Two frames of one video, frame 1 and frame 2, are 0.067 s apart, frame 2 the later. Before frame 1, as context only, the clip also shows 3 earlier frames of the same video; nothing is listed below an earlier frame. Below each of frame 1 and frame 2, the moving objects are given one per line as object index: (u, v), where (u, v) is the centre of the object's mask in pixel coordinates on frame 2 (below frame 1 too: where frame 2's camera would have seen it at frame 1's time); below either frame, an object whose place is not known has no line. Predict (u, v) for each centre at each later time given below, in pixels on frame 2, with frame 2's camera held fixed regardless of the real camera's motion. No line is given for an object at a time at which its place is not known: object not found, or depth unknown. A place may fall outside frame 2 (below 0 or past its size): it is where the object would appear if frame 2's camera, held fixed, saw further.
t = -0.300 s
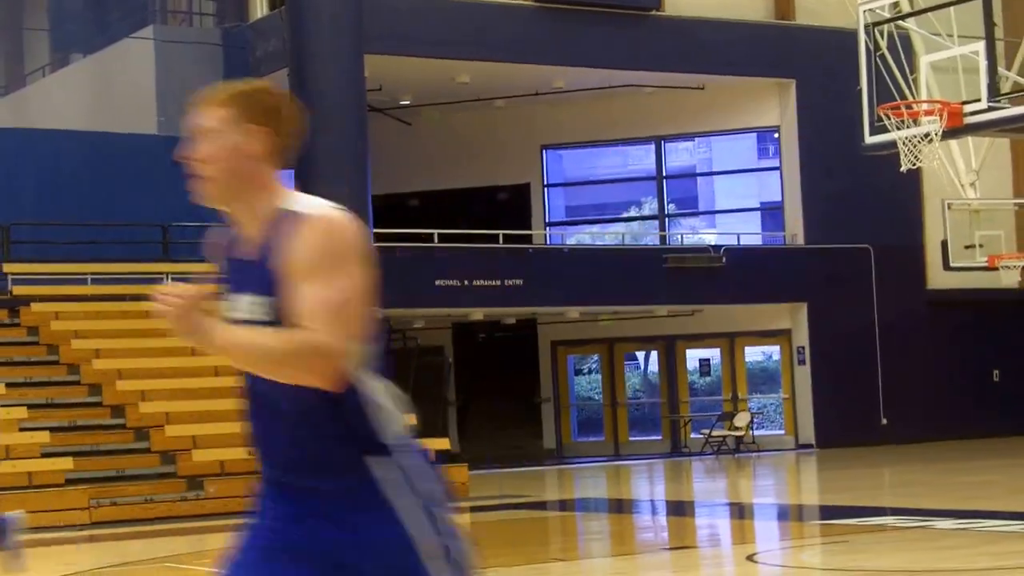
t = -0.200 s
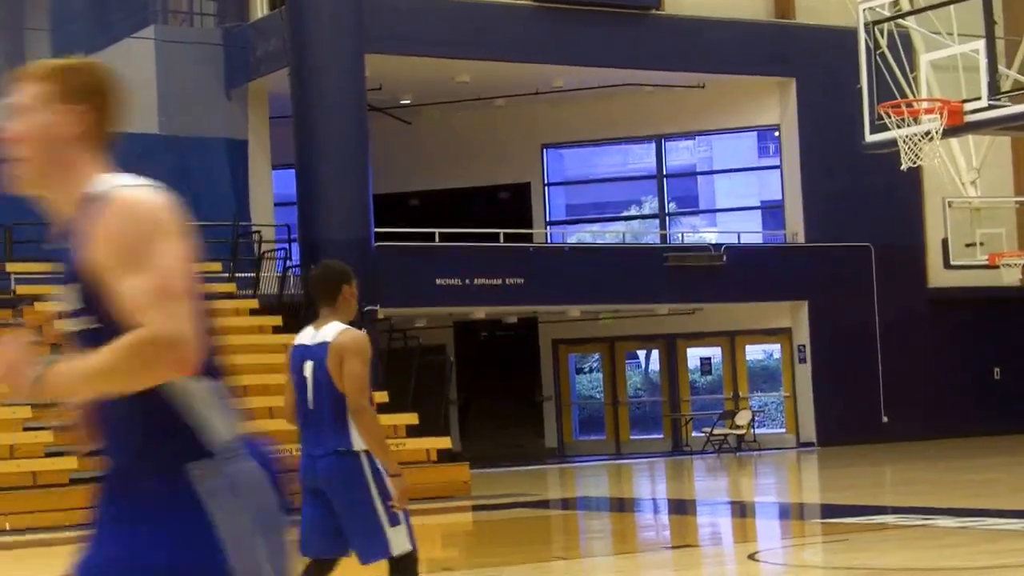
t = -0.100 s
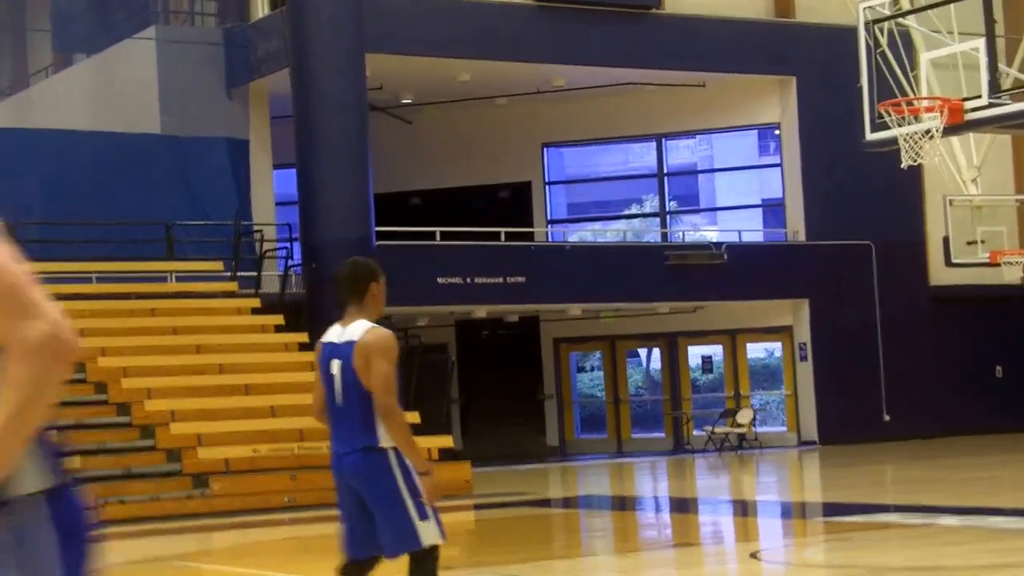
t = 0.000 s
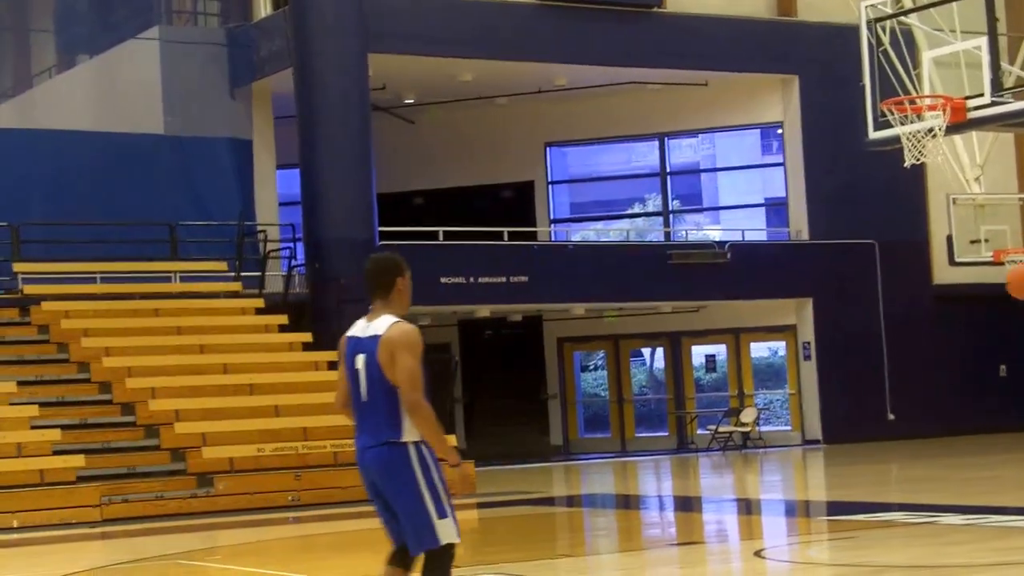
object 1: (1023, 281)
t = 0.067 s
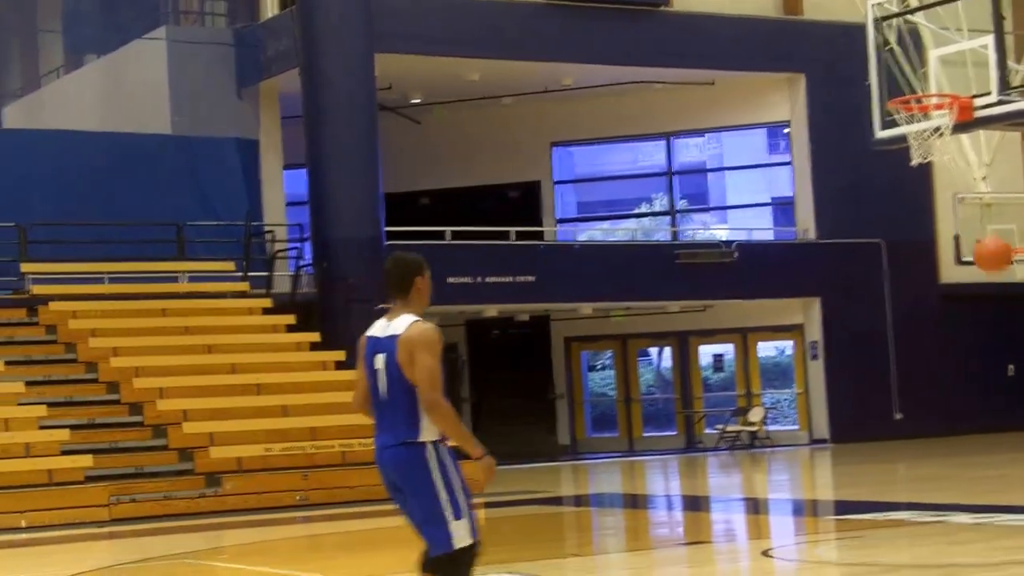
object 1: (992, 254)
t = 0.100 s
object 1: (970, 243)
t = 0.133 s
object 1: (947, 233)
